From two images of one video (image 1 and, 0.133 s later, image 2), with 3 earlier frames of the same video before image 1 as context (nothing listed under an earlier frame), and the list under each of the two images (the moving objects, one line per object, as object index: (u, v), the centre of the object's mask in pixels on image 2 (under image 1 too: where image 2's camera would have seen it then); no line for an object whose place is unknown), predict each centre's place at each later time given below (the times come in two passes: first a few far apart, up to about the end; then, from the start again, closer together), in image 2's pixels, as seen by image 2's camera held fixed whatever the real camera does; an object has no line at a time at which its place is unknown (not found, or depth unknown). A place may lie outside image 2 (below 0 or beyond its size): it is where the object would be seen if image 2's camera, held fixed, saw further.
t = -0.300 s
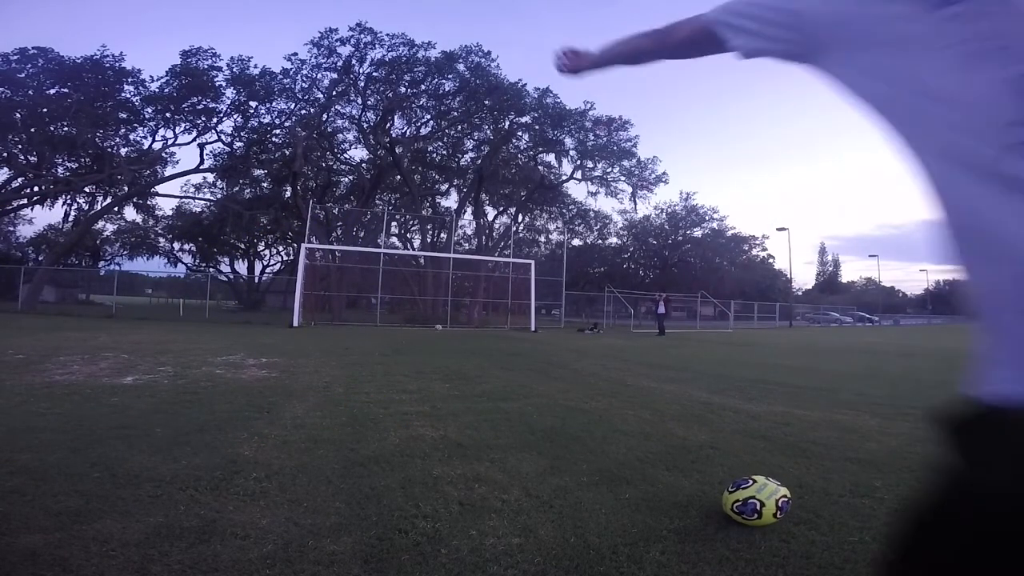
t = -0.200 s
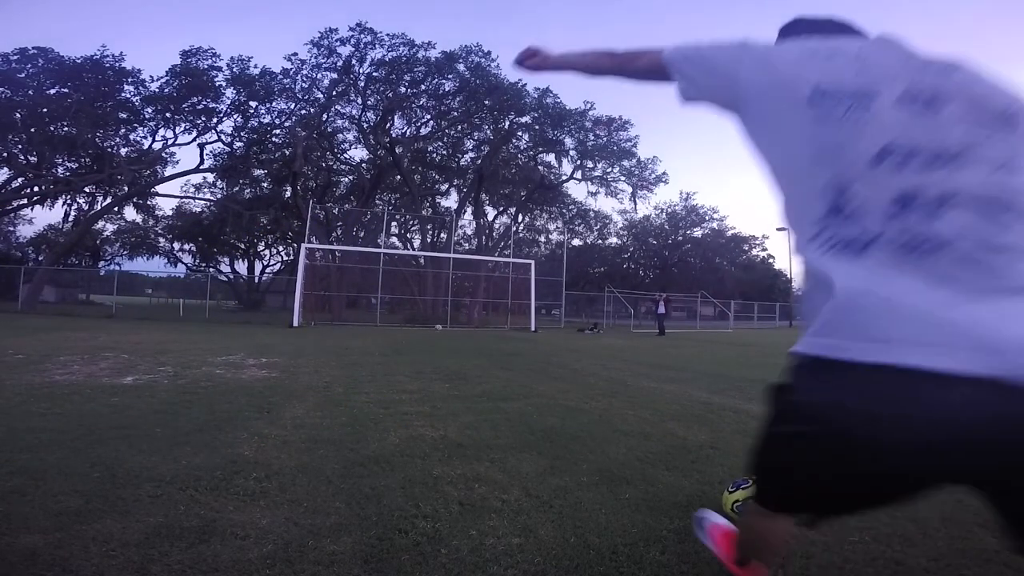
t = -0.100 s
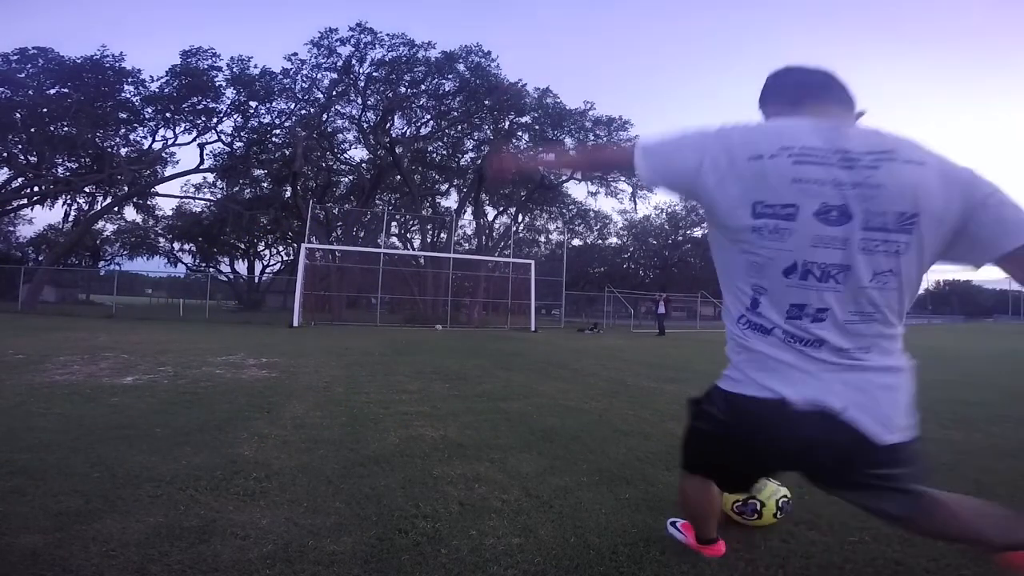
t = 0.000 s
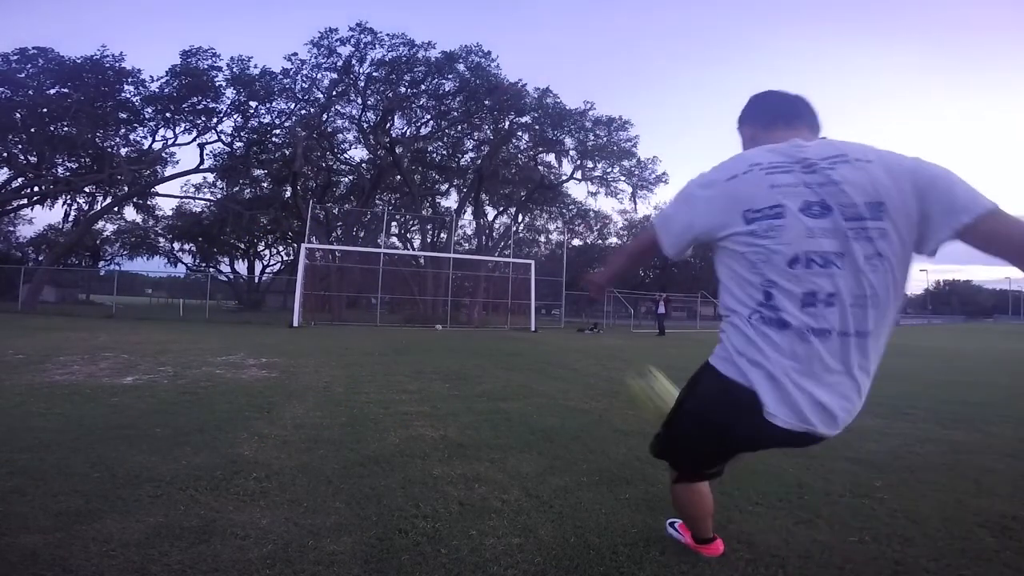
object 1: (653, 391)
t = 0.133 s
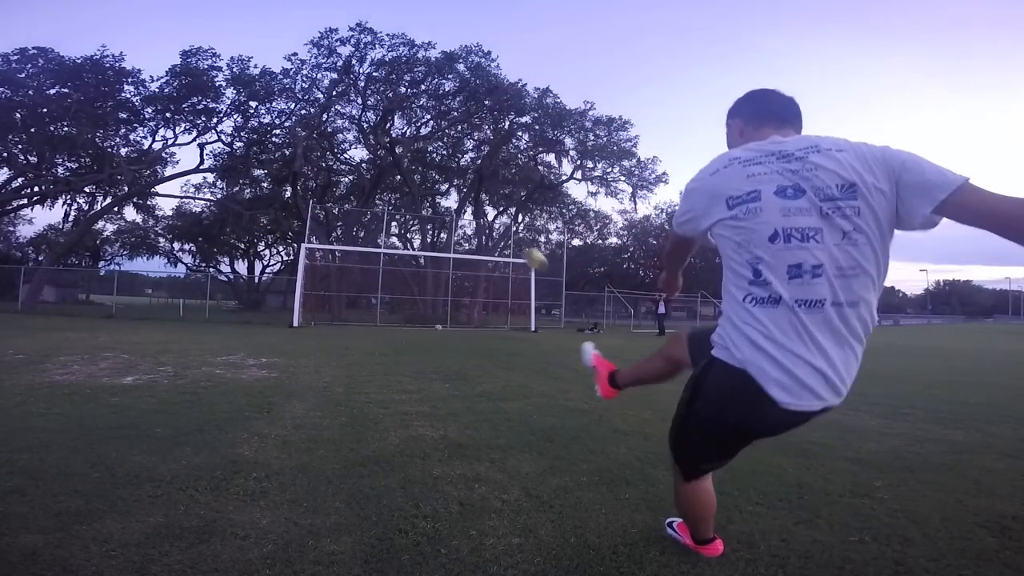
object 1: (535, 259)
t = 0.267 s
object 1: (495, 224)
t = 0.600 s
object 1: (455, 215)
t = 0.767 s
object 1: (447, 217)
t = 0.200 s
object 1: (511, 237)
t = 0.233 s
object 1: (501, 227)
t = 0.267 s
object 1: (495, 224)
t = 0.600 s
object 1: (455, 215)
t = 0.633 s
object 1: (453, 214)
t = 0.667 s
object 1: (451, 214)
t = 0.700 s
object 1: (451, 214)
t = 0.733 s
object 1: (450, 215)
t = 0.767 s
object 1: (447, 217)
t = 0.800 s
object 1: (449, 215)
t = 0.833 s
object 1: (446, 216)
